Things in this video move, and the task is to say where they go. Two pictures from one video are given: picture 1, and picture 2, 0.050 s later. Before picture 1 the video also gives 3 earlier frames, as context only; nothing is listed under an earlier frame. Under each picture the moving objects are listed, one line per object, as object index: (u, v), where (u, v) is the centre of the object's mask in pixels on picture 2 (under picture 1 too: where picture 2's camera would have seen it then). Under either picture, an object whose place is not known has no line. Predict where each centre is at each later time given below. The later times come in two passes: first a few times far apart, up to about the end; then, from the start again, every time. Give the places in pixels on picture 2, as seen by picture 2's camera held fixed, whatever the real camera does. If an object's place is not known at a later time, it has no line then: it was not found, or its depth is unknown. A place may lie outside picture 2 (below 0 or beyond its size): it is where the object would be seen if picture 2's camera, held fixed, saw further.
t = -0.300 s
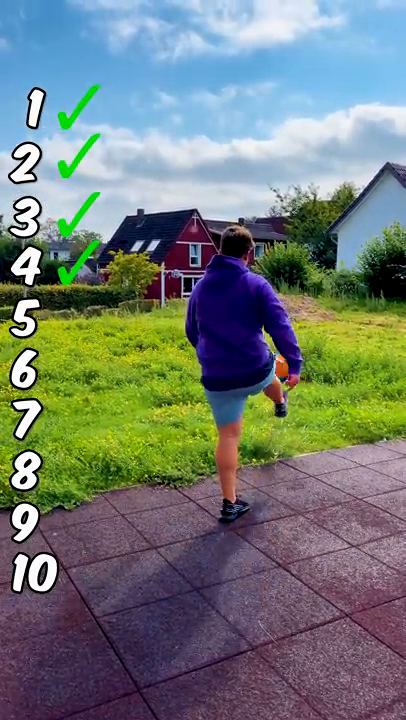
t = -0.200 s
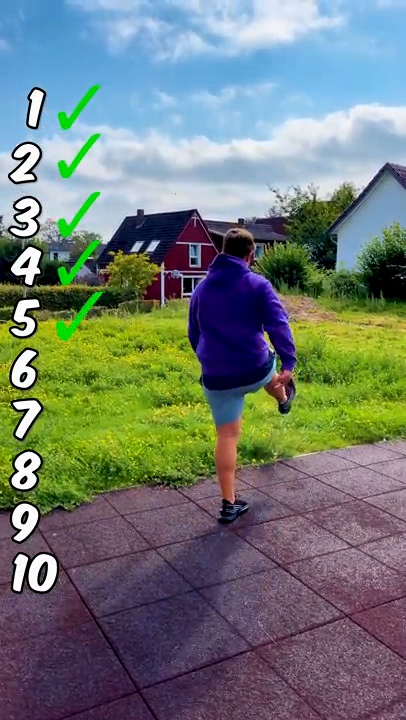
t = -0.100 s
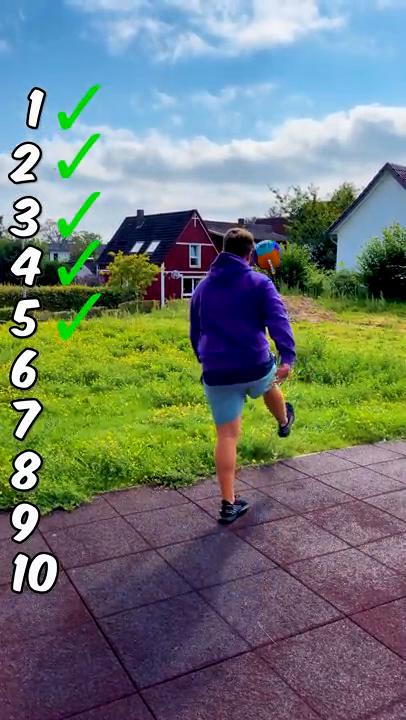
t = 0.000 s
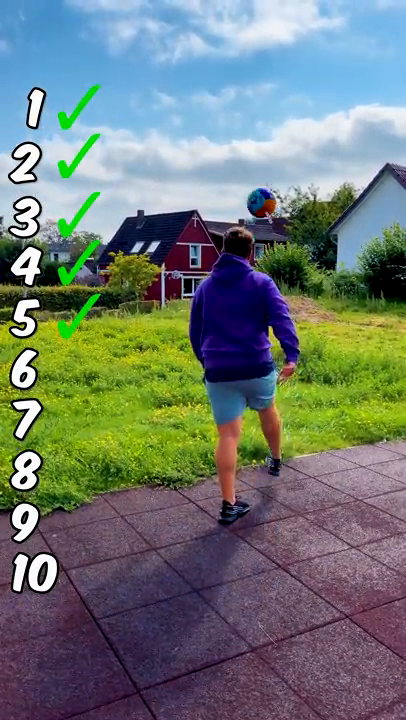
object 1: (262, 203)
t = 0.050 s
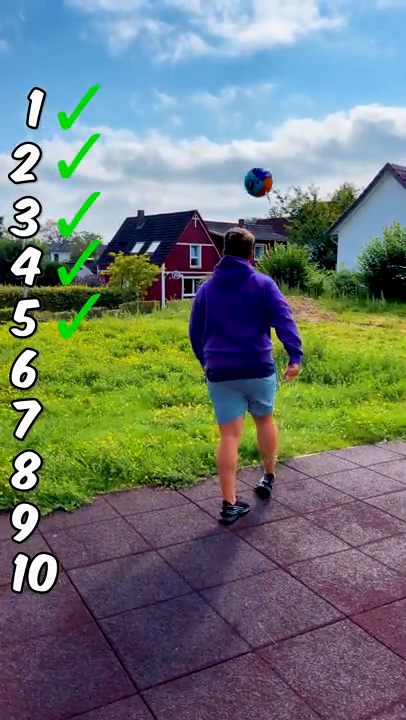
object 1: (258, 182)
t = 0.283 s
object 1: (247, 132)
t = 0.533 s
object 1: (234, 156)
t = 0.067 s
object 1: (257, 176)
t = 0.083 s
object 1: (256, 170)
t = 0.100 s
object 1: (256, 165)
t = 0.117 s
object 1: (255, 160)
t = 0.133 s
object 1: (254, 155)
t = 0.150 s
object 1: (253, 151)
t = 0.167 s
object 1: (252, 147)
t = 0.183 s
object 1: (251, 144)
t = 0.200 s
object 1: (250, 141)
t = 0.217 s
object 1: (250, 139)
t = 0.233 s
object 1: (249, 137)
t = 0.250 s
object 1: (249, 135)
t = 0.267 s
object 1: (248, 134)
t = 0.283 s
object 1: (247, 132)
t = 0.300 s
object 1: (247, 131)
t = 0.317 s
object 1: (246, 131)
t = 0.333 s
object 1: (246, 131)
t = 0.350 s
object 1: (245, 131)
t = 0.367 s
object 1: (244, 131)
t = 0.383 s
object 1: (243, 132)
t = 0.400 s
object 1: (242, 133)
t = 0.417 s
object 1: (241, 135)
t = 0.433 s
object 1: (239, 137)
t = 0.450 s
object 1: (239, 139)
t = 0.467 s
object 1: (238, 141)
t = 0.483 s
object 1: (237, 144)
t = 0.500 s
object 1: (236, 148)
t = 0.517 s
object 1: (235, 152)
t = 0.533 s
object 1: (234, 156)
